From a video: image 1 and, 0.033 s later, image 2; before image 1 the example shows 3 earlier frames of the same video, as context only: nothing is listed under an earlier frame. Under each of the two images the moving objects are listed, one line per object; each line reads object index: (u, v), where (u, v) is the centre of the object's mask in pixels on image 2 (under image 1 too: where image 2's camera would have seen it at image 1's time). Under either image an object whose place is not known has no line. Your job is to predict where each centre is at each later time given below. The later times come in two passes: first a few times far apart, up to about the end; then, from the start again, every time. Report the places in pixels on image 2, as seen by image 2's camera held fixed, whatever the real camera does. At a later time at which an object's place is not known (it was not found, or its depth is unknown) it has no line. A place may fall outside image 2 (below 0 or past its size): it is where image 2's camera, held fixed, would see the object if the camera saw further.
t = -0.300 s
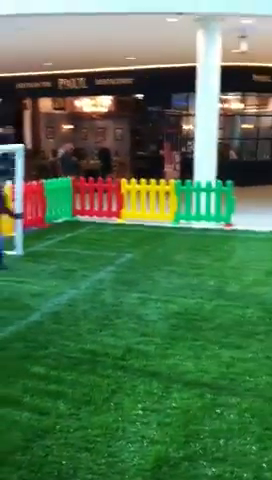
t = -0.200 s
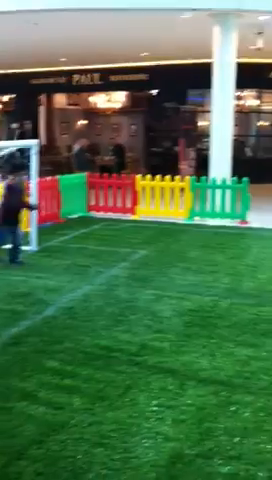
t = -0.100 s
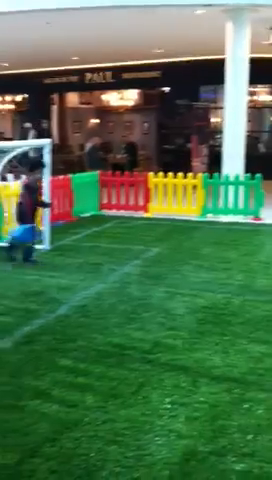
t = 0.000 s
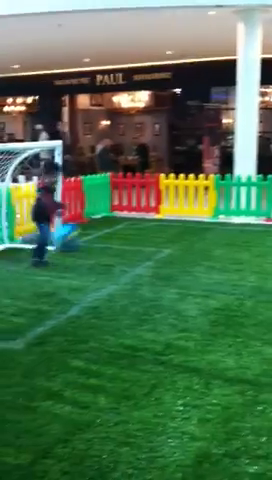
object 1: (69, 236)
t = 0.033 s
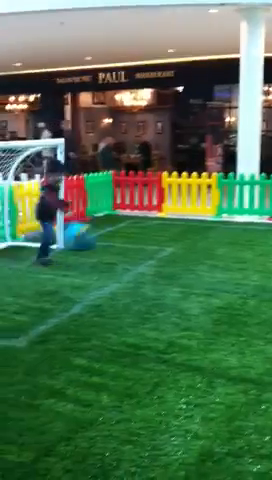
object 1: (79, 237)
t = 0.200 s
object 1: (130, 254)
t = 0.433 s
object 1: (180, 270)
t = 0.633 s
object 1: (198, 273)
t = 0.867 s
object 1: (211, 275)
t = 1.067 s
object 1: (215, 274)
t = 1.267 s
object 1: (213, 274)
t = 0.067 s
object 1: (90, 238)
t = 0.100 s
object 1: (99, 242)
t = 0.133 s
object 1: (108, 245)
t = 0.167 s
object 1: (119, 249)
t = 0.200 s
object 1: (130, 254)
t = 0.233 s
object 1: (142, 260)
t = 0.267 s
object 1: (153, 268)
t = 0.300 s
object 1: (163, 274)
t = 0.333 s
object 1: (170, 276)
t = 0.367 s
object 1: (173, 274)
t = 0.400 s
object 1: (177, 272)
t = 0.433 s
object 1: (180, 270)
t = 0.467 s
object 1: (184, 269)
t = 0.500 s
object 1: (186, 267)
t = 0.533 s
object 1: (190, 267)
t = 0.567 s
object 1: (192, 269)
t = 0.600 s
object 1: (196, 270)
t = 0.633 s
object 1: (198, 273)
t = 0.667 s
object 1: (201, 274)
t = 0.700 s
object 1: (204, 276)
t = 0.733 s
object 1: (206, 276)
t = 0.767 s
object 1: (208, 276)
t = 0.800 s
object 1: (209, 276)
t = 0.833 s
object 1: (211, 275)
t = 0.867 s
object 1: (211, 275)
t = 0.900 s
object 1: (213, 274)
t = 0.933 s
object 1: (213, 274)
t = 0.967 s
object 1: (214, 274)
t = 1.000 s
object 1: (214, 274)
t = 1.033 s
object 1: (214, 274)
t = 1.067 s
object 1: (215, 274)
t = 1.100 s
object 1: (215, 274)
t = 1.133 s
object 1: (214, 274)
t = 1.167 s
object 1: (214, 273)
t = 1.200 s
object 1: (214, 274)
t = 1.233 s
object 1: (213, 274)
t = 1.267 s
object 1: (213, 274)
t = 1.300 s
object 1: (213, 274)
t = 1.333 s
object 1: (213, 274)
